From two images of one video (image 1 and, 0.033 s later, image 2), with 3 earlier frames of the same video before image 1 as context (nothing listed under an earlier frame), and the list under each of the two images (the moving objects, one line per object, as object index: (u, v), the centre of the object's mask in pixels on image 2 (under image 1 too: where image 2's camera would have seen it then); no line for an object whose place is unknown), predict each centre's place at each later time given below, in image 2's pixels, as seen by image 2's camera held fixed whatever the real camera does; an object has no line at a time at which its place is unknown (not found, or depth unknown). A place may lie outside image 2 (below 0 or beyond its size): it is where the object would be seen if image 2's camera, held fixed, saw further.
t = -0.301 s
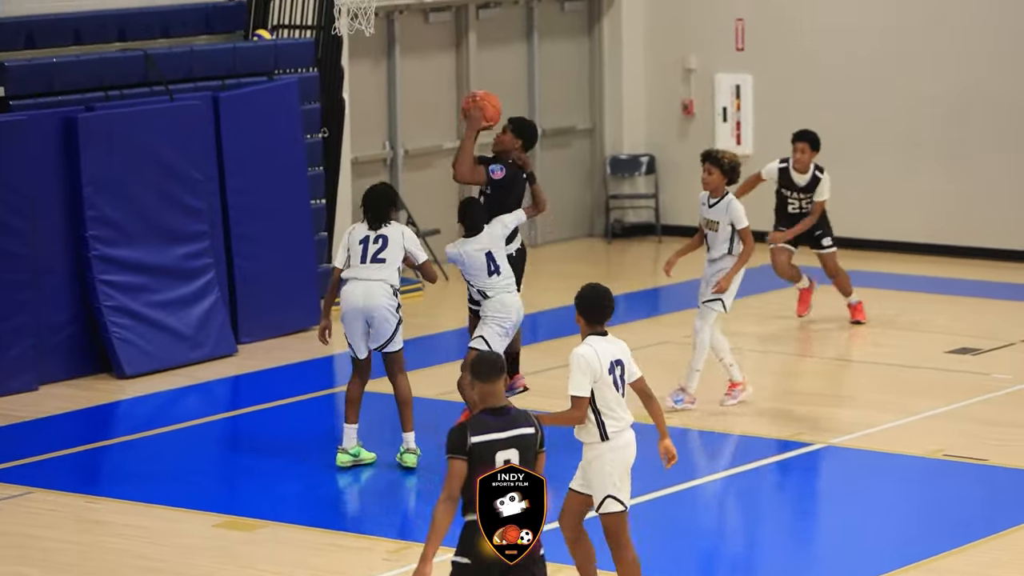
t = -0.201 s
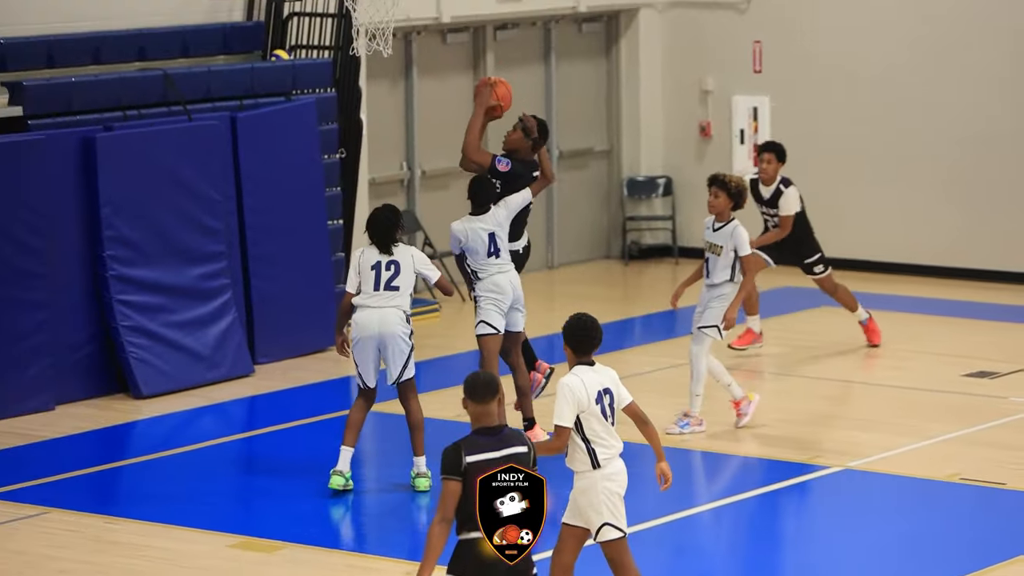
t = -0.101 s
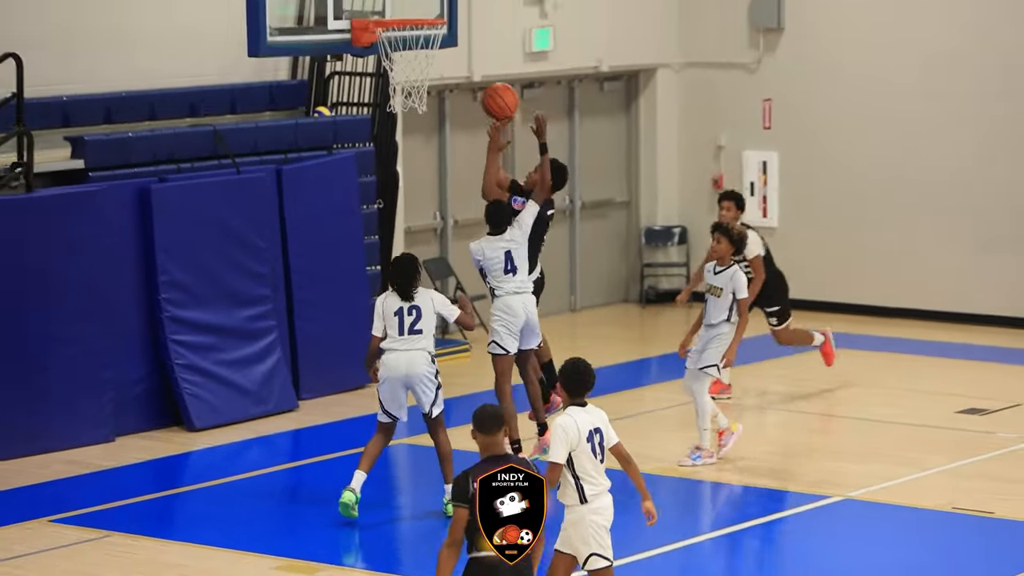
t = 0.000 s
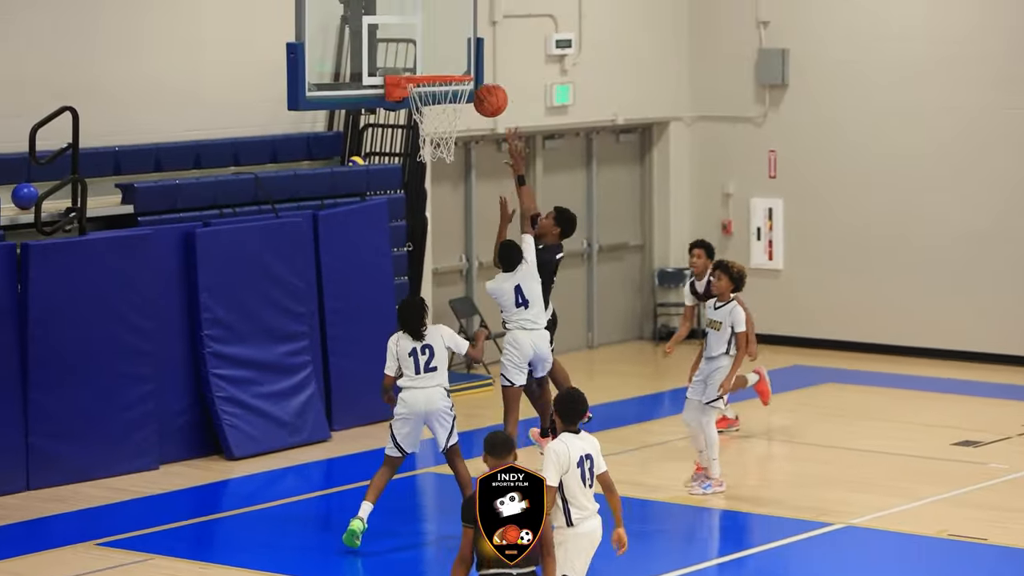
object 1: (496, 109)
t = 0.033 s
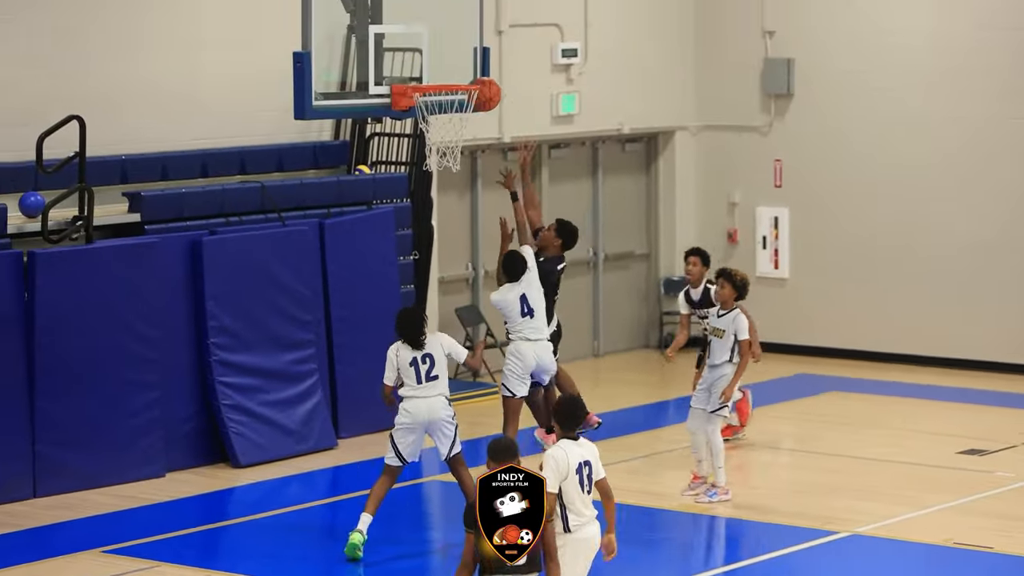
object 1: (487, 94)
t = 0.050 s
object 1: (480, 85)
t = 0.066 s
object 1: (472, 77)
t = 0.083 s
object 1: (465, 73)
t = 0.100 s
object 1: (458, 69)
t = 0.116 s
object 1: (452, 64)
